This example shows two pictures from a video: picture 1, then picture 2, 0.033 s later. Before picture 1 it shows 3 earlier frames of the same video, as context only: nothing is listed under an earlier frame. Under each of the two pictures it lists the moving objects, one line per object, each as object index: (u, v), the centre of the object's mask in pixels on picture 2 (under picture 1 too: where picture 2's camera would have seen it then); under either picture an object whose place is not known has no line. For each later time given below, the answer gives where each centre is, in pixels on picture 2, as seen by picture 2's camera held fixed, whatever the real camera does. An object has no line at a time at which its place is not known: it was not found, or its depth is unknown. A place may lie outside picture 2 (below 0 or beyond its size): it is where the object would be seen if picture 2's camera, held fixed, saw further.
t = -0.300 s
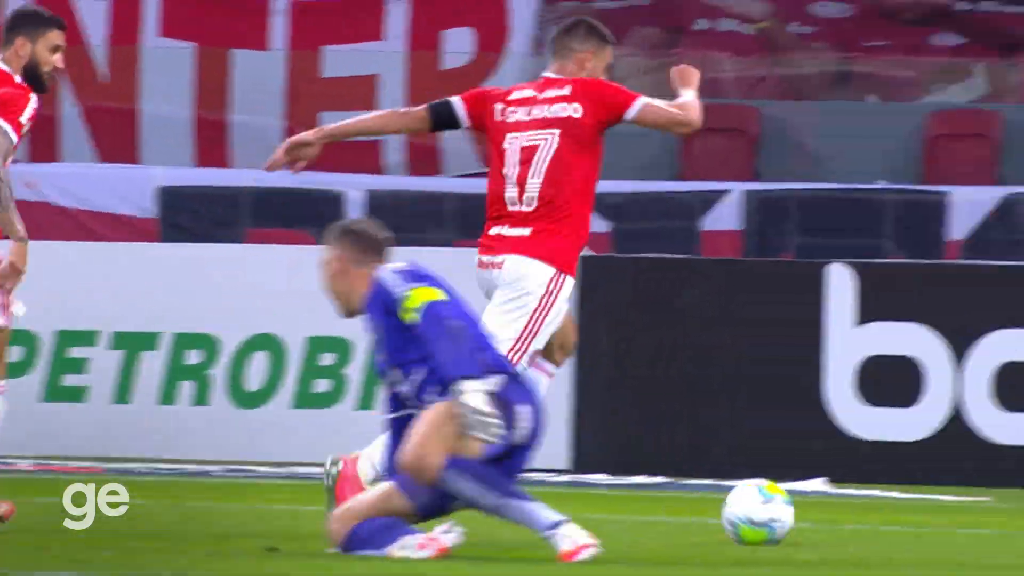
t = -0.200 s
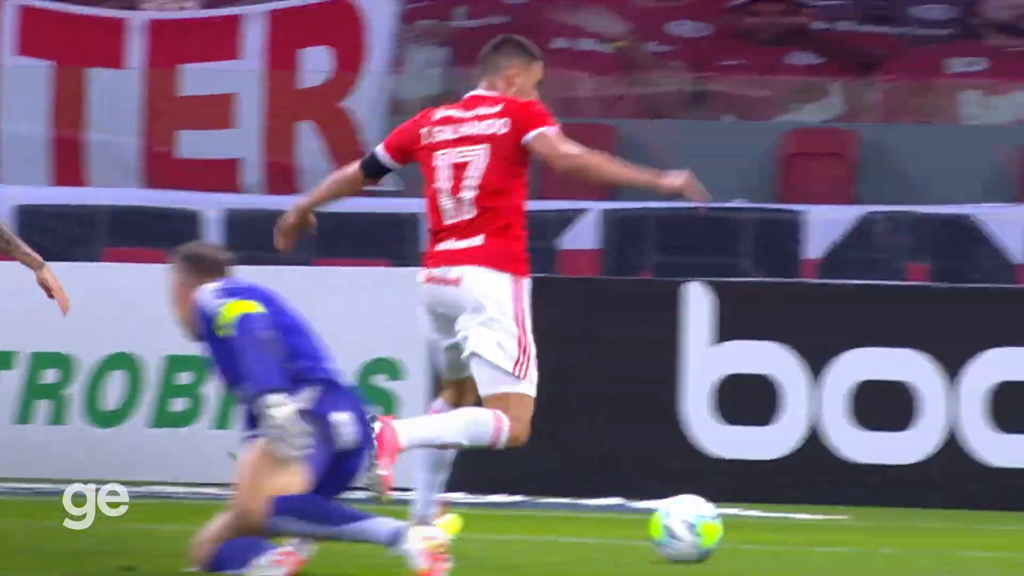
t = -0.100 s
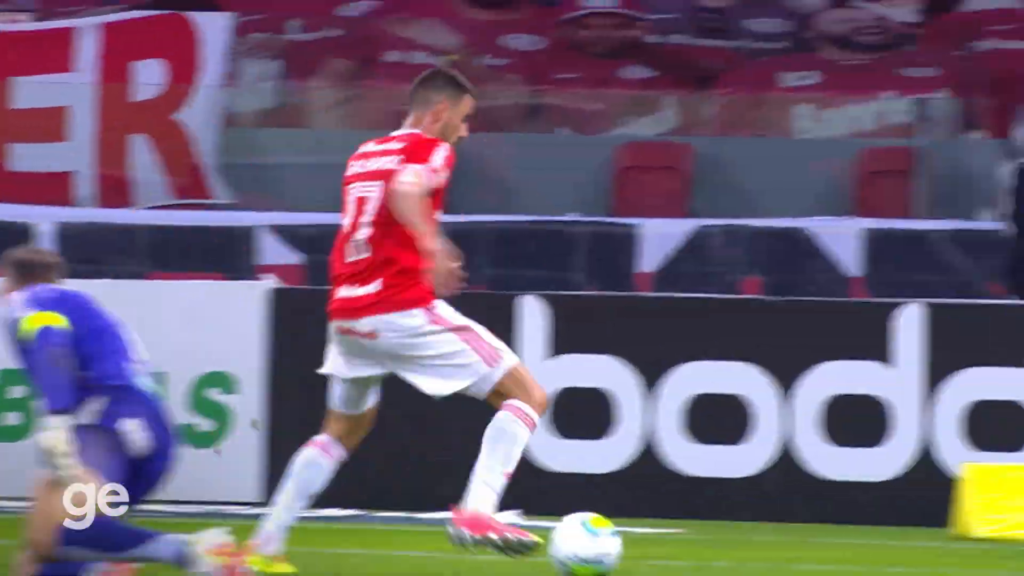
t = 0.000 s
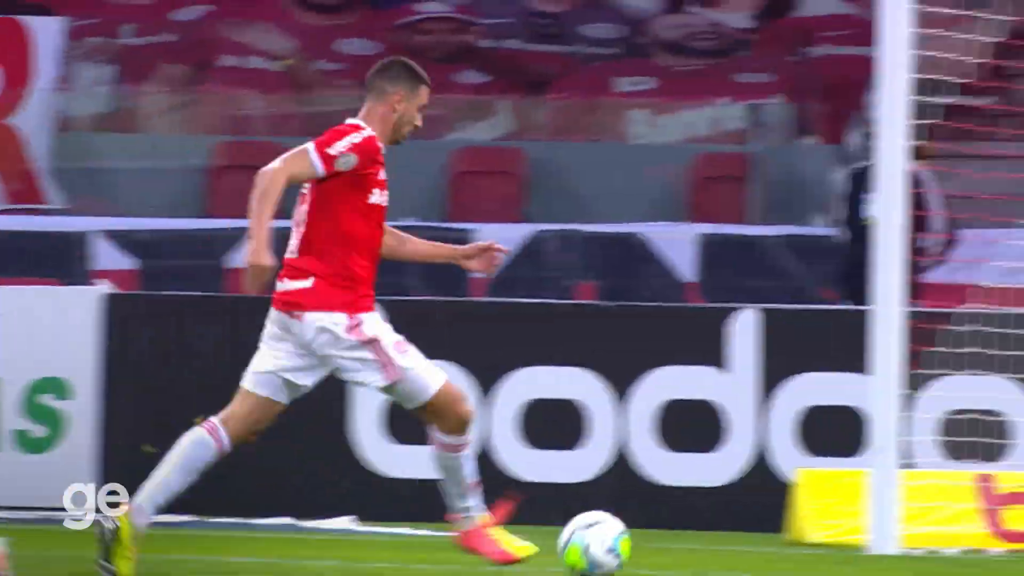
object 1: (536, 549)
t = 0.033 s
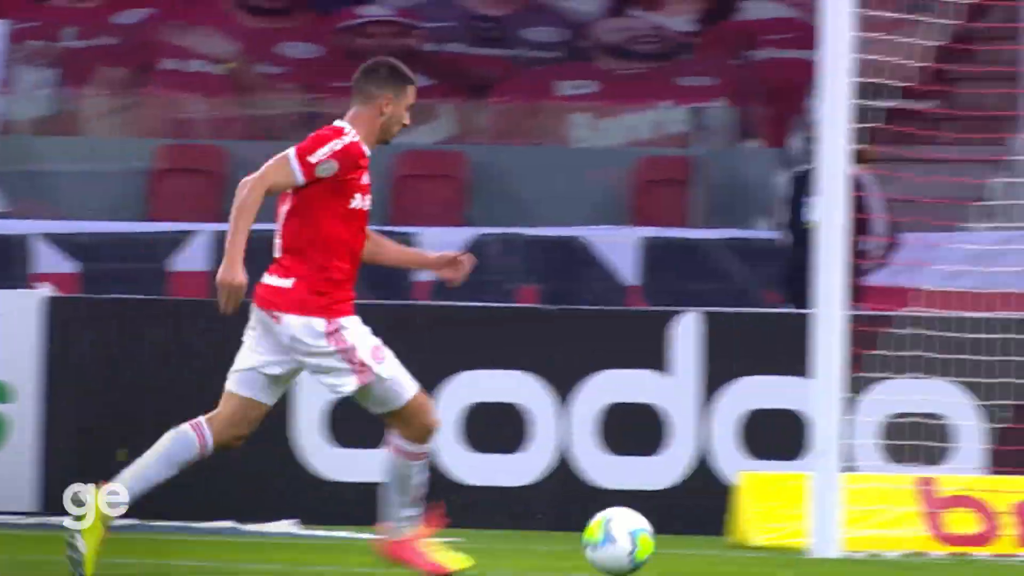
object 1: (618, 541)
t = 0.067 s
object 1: (700, 537)
